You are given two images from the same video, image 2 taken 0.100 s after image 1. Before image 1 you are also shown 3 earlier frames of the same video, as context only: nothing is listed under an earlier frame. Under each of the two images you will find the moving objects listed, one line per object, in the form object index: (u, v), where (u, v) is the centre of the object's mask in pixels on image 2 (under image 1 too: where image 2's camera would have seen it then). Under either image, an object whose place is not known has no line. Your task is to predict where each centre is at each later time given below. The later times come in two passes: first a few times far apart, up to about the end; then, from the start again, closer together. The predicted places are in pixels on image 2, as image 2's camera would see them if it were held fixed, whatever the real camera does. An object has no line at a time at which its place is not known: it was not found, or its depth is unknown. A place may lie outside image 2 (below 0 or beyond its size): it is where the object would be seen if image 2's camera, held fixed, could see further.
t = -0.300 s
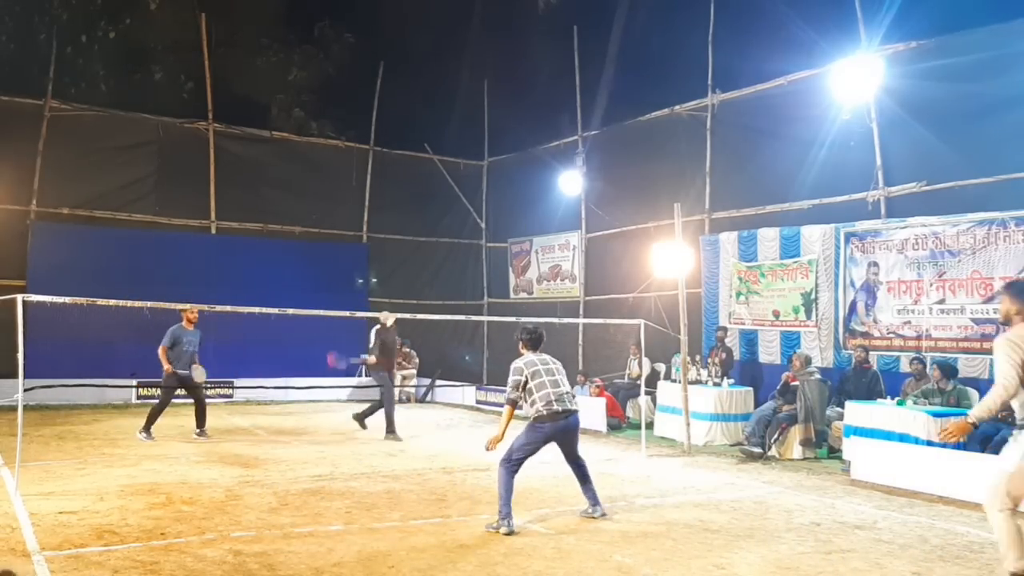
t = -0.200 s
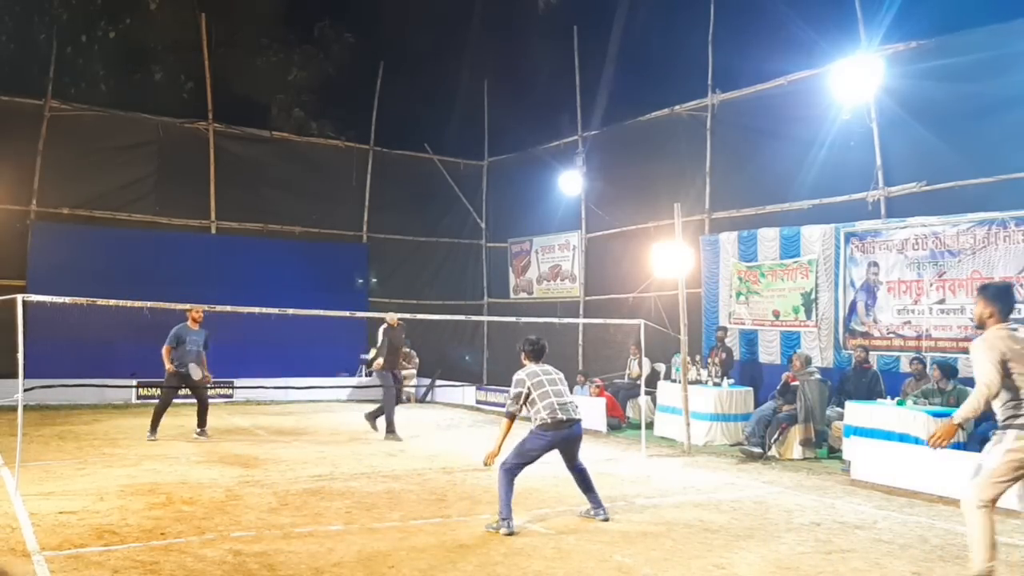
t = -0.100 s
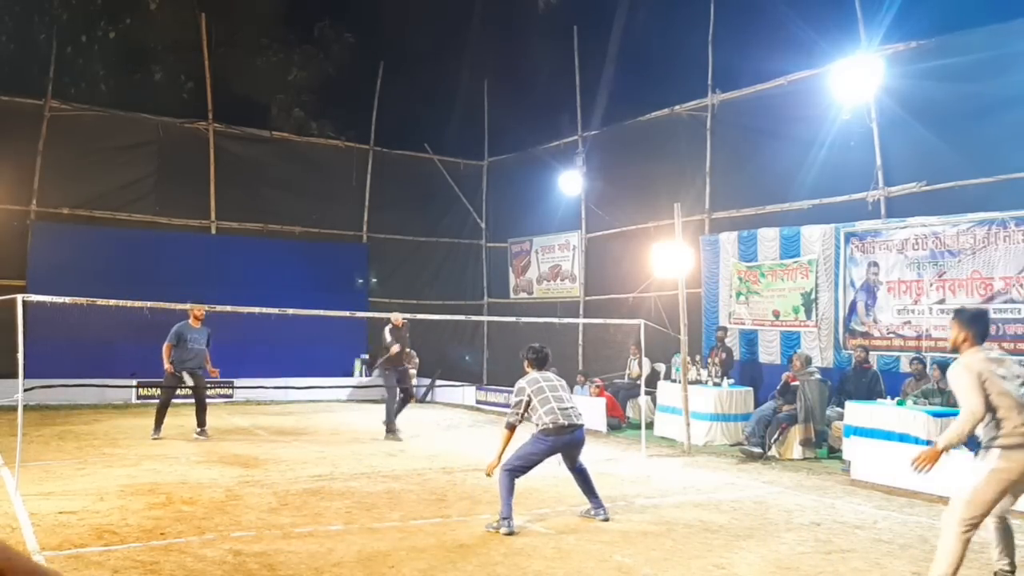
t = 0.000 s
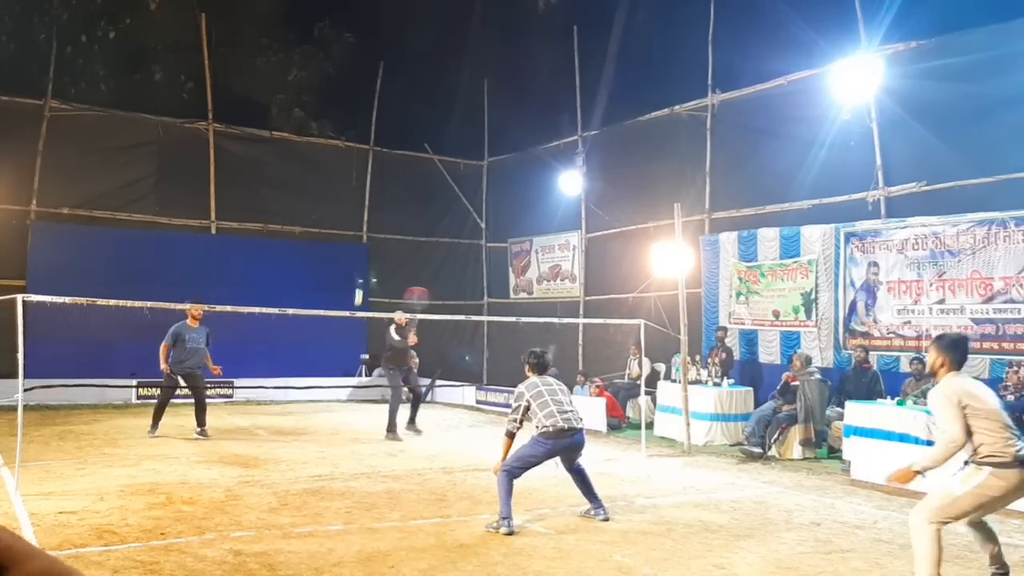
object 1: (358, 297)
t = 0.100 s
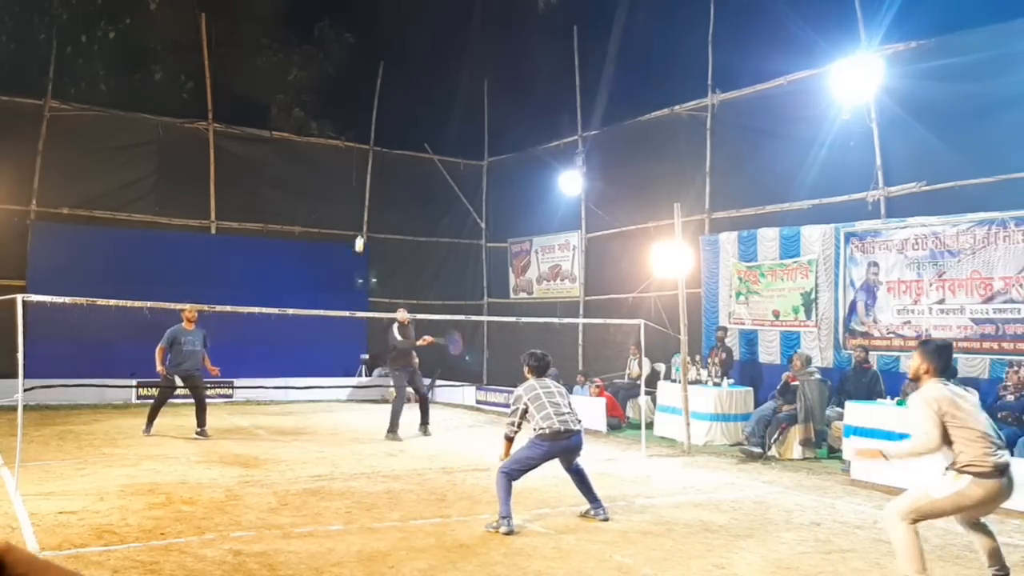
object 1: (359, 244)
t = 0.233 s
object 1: (361, 189)
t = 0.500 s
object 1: (366, 146)
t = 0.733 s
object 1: (367, 194)
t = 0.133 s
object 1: (359, 228)
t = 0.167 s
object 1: (360, 214)
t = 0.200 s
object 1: (360, 200)
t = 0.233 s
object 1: (361, 189)
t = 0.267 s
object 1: (361, 179)
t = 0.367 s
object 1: (364, 156)
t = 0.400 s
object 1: (364, 151)
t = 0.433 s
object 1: (364, 148)
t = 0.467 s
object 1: (365, 146)
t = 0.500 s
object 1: (366, 146)
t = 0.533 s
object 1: (366, 147)
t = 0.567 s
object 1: (366, 150)
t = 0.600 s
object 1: (366, 154)
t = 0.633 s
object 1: (367, 161)
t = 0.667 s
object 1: (367, 169)
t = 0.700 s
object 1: (367, 180)
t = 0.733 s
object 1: (367, 194)
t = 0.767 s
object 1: (367, 209)
